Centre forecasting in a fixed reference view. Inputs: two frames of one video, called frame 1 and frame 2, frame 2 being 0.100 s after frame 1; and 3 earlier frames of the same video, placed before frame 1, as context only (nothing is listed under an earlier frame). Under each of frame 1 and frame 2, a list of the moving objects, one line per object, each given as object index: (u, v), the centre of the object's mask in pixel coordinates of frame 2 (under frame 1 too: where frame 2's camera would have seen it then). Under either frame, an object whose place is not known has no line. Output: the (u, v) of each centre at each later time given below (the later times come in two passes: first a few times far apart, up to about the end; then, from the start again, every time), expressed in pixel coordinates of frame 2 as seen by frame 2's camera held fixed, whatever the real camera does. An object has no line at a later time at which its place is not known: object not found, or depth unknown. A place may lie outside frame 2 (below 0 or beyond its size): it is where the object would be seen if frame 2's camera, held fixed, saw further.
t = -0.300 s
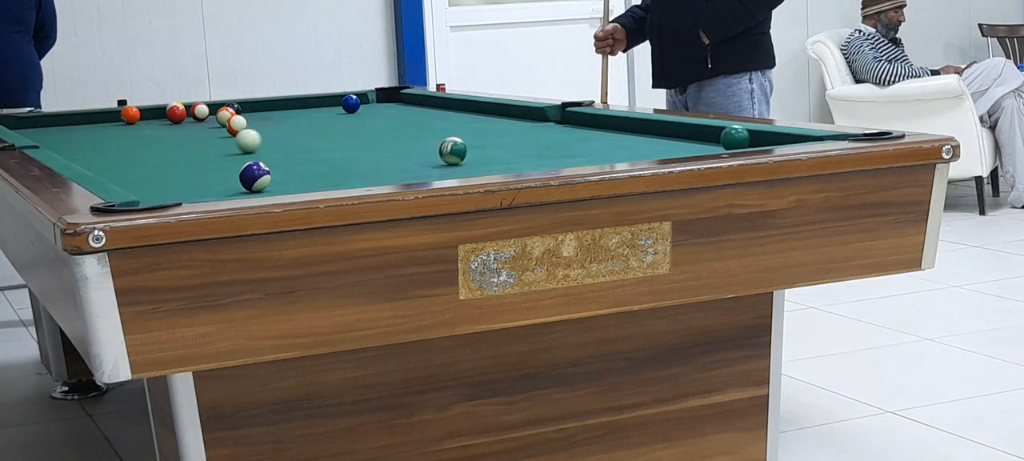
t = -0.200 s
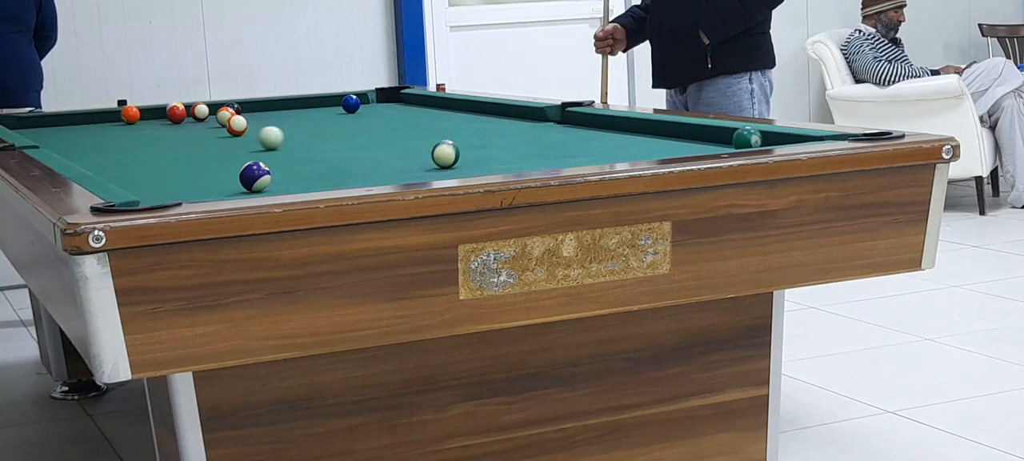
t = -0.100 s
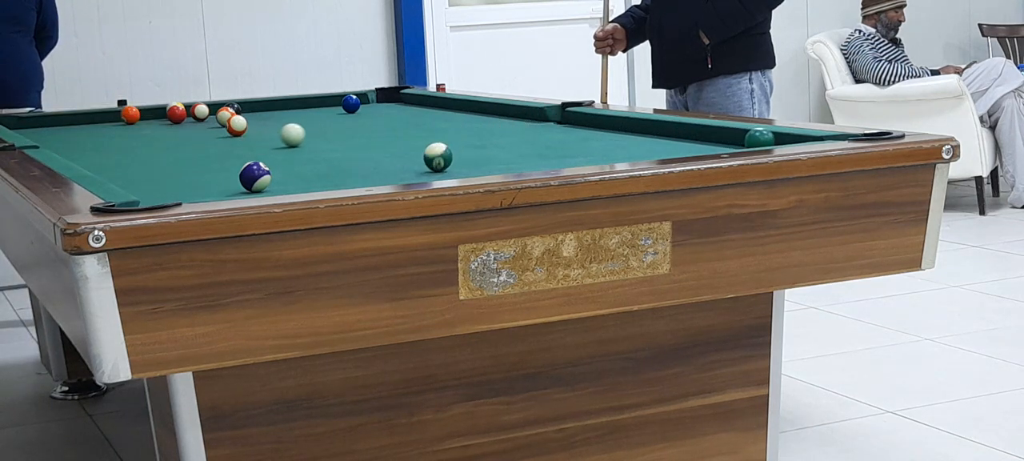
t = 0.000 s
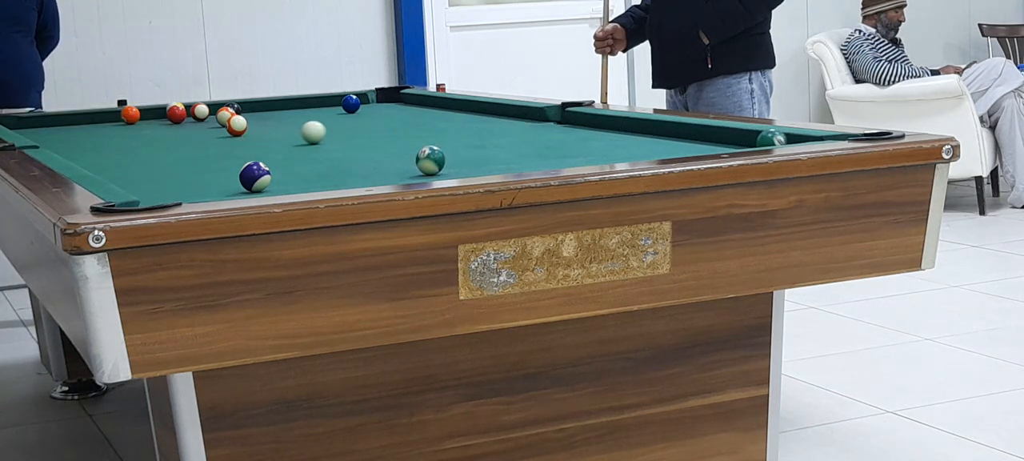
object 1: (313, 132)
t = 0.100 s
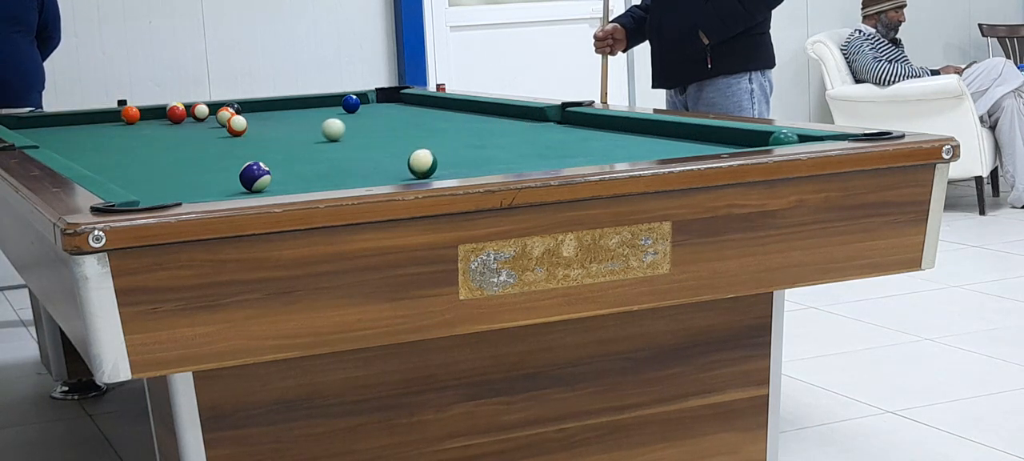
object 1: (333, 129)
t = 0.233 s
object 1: (358, 126)
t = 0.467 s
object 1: (399, 120)
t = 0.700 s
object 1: (436, 116)
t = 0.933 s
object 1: (470, 111)
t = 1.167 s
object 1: (492, 108)
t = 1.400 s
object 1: (465, 109)
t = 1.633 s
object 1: (441, 110)
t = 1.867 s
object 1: (419, 111)
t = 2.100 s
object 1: (399, 112)
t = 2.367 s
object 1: (379, 113)
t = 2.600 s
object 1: (364, 114)
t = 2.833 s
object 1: (350, 114)
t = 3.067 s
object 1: (339, 115)
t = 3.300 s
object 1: (330, 115)
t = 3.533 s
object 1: (323, 116)
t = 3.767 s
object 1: (319, 116)
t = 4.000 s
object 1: (316, 116)
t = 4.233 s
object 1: (315, 116)
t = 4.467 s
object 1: (314, 116)
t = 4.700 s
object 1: (315, 116)
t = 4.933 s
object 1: (315, 116)
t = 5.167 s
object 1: (315, 116)
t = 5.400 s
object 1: (315, 116)
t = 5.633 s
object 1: (315, 116)
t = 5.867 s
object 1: (315, 116)
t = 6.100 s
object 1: (315, 116)
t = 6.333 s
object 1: (315, 116)
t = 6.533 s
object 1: (315, 116)
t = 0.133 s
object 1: (340, 128)
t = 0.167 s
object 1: (346, 128)
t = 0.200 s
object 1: (352, 127)
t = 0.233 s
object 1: (358, 126)
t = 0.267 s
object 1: (364, 125)
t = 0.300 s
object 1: (370, 124)
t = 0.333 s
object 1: (376, 124)
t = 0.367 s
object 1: (382, 123)
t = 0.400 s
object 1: (388, 122)
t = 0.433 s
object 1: (393, 121)
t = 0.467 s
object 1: (399, 120)
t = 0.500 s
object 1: (405, 120)
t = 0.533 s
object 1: (410, 119)
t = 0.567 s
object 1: (415, 118)
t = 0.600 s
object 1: (421, 118)
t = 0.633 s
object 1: (426, 117)
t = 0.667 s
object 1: (431, 116)
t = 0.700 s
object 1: (436, 116)
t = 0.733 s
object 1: (441, 115)
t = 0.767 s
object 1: (446, 114)
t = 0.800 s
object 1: (451, 113)
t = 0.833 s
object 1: (456, 113)
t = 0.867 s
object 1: (460, 112)
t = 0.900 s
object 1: (465, 112)
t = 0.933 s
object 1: (470, 111)
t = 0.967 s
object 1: (474, 111)
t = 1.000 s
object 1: (479, 110)
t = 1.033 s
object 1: (483, 109)
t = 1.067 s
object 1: (488, 109)
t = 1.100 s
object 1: (492, 108)
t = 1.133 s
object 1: (495, 108)
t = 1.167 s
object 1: (492, 108)
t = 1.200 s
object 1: (488, 108)
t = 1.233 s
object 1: (484, 108)
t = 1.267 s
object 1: (480, 108)
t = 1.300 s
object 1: (476, 109)
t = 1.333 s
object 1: (473, 109)
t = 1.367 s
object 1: (469, 109)
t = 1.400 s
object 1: (465, 109)
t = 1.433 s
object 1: (462, 109)
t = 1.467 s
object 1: (458, 109)
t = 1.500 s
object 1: (455, 110)
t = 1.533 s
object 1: (451, 110)
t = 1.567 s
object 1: (448, 110)
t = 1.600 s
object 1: (444, 110)
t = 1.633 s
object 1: (441, 110)
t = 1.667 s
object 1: (438, 110)
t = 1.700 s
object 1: (434, 111)
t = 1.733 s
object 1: (431, 111)
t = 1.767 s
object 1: (428, 111)
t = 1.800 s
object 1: (425, 111)
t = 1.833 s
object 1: (422, 111)
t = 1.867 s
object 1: (419, 111)
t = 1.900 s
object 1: (416, 111)
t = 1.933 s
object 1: (413, 112)
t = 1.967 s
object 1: (410, 112)
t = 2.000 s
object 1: (407, 112)
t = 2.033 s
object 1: (404, 112)
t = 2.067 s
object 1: (402, 112)
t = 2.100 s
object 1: (399, 112)
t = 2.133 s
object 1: (396, 113)
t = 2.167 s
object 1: (394, 113)
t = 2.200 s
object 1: (391, 113)
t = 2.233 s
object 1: (389, 113)
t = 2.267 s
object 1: (386, 113)
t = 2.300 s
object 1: (384, 113)
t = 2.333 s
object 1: (381, 113)
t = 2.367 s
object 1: (379, 113)
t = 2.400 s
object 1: (377, 113)
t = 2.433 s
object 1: (375, 113)
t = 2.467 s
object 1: (372, 114)
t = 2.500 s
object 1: (370, 114)
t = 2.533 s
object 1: (368, 114)
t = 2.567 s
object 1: (366, 114)
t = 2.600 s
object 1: (364, 114)
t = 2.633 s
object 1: (362, 114)
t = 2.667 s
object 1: (360, 114)
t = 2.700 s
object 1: (358, 114)
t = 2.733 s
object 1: (356, 114)
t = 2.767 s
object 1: (354, 114)
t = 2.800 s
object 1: (352, 114)
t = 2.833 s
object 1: (350, 114)
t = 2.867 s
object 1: (349, 115)
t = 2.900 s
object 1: (347, 115)
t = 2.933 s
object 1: (345, 114)
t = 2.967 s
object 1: (344, 115)
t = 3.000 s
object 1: (342, 115)
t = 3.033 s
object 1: (341, 115)
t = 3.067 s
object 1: (339, 115)
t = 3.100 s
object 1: (338, 115)
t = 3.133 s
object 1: (336, 115)
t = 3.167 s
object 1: (335, 115)
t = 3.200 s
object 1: (334, 115)
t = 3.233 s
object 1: (333, 115)
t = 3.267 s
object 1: (331, 115)
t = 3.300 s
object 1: (330, 115)
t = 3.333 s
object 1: (329, 116)
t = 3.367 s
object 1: (328, 116)
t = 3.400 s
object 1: (327, 116)
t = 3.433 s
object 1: (326, 116)
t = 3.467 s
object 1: (325, 116)
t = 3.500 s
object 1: (324, 116)
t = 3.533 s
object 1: (323, 116)
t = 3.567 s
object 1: (323, 116)
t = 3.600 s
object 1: (322, 116)
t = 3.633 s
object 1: (321, 116)
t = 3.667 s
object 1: (321, 116)
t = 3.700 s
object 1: (320, 116)
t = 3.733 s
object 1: (319, 116)
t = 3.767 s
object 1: (319, 116)
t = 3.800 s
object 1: (318, 116)
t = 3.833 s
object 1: (317, 116)
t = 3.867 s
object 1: (317, 116)
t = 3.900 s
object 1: (317, 116)
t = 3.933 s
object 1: (316, 116)
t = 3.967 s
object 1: (316, 116)
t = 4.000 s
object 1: (316, 116)
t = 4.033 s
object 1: (316, 116)
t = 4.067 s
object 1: (315, 116)
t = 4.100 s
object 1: (315, 116)
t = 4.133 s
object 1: (315, 116)
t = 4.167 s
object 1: (315, 116)
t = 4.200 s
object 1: (315, 116)
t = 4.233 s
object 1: (315, 116)
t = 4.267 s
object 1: (315, 116)
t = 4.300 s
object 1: (315, 116)
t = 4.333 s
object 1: (315, 116)
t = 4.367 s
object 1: (314, 116)
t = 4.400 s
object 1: (314, 116)
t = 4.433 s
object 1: (314, 116)
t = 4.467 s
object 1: (314, 116)
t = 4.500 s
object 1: (314, 116)
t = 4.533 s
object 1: (315, 116)
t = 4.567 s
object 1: (315, 116)
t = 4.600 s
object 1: (315, 116)
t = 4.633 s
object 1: (315, 116)
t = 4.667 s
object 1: (315, 116)
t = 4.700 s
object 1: (315, 116)
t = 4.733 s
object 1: (315, 116)
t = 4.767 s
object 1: (315, 116)
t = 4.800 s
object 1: (315, 116)
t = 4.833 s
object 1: (315, 116)
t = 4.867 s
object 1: (315, 116)
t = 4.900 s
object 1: (315, 116)
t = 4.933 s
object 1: (315, 116)
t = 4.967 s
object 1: (315, 116)
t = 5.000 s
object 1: (315, 116)
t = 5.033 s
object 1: (315, 116)
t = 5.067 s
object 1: (315, 116)
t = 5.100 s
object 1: (315, 116)
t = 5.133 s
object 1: (315, 116)
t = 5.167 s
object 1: (315, 116)
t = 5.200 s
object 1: (315, 116)
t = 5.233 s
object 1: (315, 116)
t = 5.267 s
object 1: (315, 116)
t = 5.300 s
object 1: (315, 116)
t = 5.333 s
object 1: (315, 116)
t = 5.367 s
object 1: (315, 116)
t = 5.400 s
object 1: (315, 116)
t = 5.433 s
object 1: (315, 116)
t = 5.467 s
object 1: (315, 116)
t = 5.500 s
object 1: (315, 116)
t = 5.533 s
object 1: (315, 116)
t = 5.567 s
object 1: (315, 116)
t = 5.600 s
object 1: (315, 116)
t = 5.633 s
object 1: (315, 116)
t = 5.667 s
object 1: (315, 116)
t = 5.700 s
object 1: (315, 116)
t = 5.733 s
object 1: (315, 116)
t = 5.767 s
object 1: (315, 116)
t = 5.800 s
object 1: (315, 116)
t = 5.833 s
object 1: (315, 116)
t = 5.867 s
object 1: (315, 116)
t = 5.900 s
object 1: (315, 116)
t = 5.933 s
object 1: (315, 116)
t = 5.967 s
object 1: (315, 116)
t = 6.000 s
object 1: (315, 116)
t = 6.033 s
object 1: (315, 116)
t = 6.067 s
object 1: (315, 116)
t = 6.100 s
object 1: (315, 116)
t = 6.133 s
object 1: (315, 116)
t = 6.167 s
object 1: (315, 116)
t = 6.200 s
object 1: (315, 116)
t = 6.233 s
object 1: (315, 116)
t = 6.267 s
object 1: (315, 116)
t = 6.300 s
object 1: (315, 116)
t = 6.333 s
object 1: (315, 116)
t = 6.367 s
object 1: (315, 116)
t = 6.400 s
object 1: (315, 116)
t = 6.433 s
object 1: (315, 116)
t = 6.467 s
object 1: (315, 116)
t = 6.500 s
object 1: (315, 116)
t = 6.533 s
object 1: (315, 116)
